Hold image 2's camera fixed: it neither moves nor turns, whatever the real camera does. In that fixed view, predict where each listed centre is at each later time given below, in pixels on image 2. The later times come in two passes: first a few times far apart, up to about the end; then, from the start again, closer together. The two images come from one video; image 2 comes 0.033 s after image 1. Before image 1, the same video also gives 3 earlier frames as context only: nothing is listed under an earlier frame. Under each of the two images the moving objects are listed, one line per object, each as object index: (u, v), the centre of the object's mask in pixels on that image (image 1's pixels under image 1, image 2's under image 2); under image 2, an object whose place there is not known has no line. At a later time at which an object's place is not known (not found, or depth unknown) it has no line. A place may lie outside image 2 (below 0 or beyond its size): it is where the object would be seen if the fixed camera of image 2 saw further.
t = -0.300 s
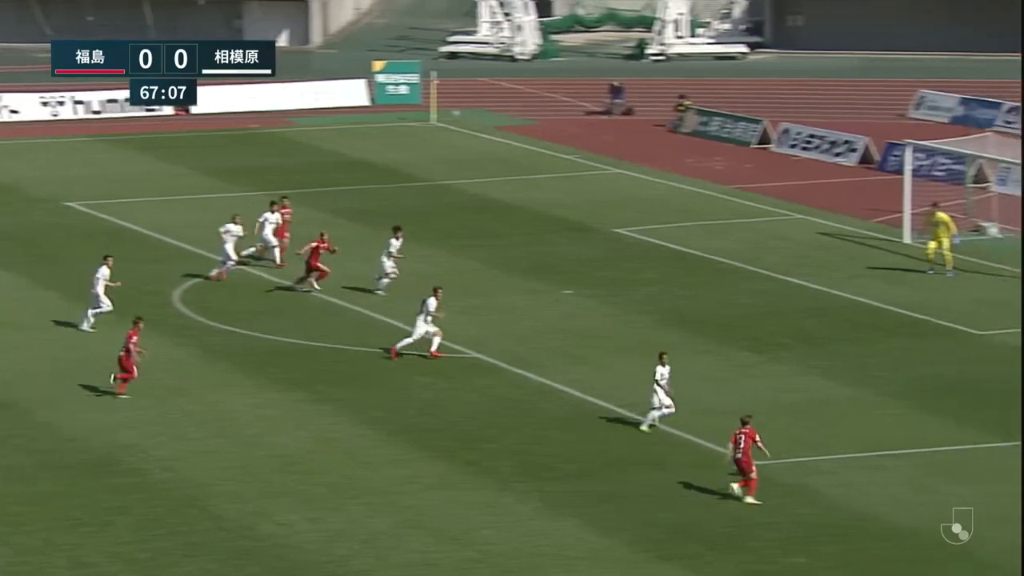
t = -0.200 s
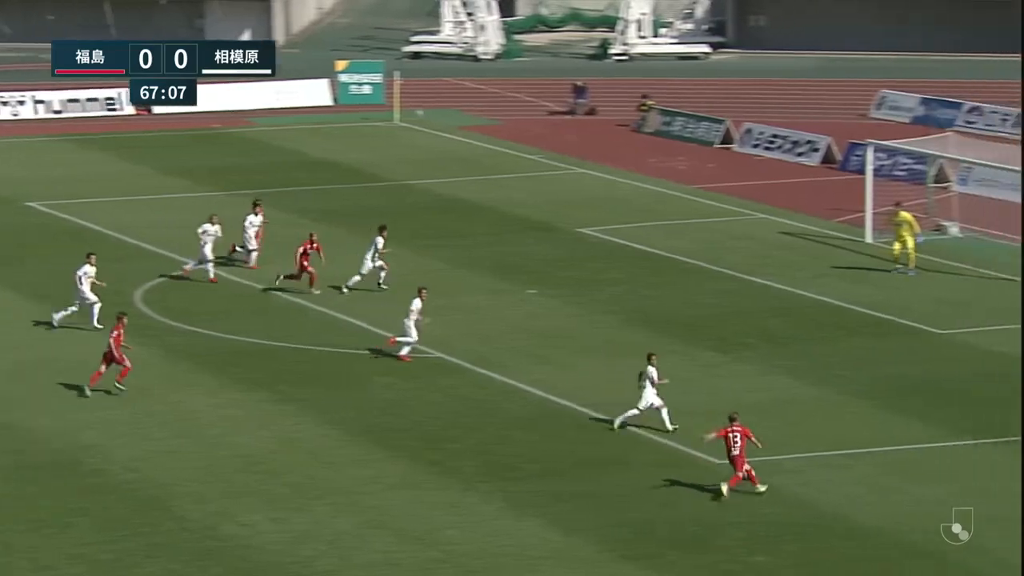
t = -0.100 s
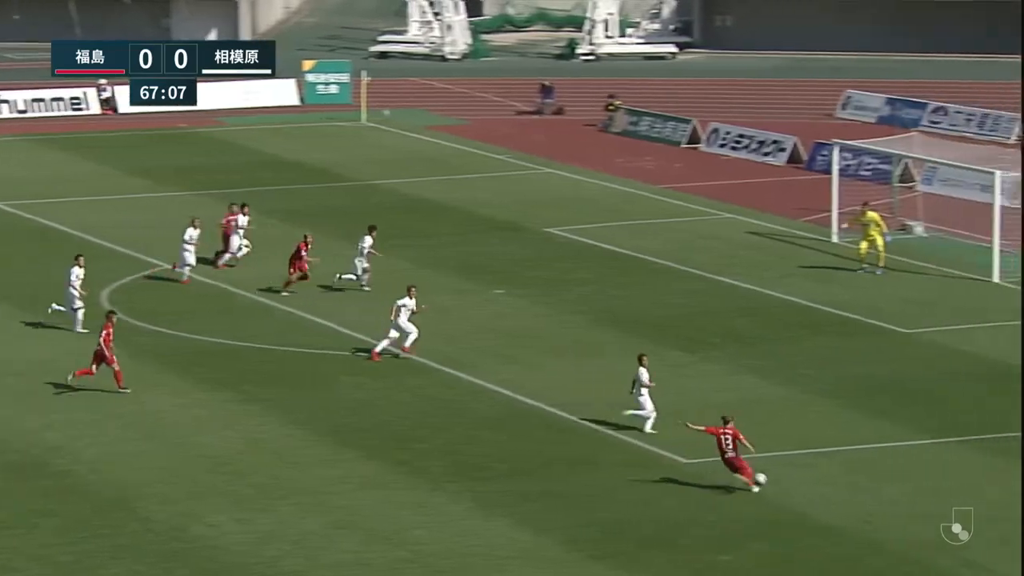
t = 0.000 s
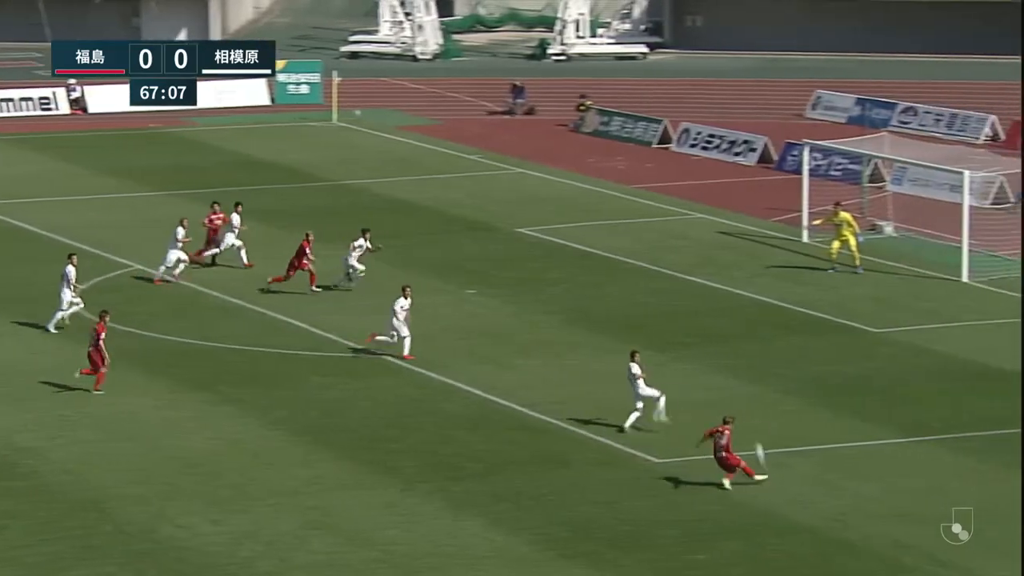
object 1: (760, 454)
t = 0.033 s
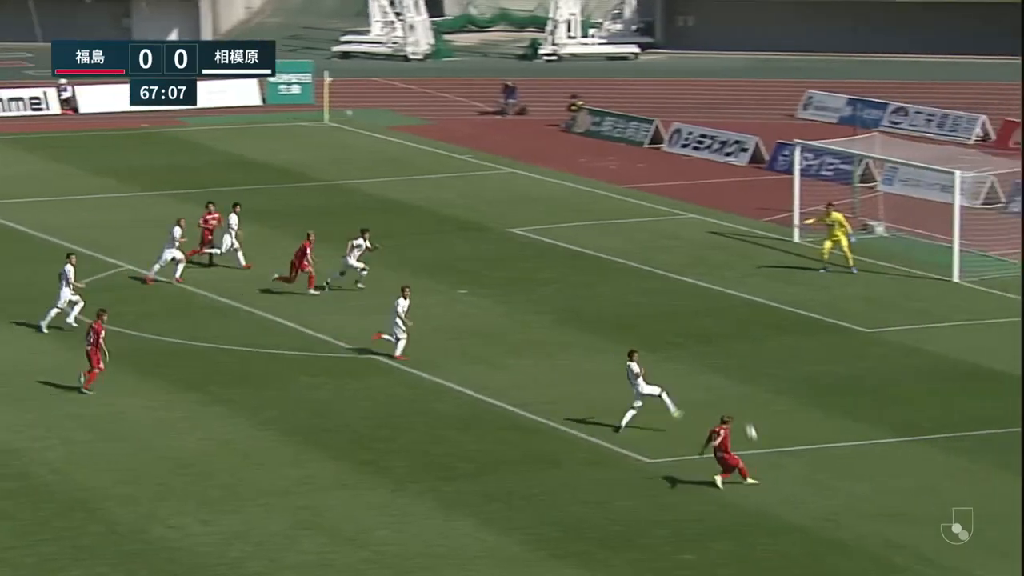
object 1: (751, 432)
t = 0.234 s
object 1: (759, 337)
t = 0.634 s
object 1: (759, 222)
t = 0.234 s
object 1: (759, 337)
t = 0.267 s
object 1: (760, 325)
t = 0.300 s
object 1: (761, 312)
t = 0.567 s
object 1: (763, 237)
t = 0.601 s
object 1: (760, 228)
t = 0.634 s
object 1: (759, 222)
